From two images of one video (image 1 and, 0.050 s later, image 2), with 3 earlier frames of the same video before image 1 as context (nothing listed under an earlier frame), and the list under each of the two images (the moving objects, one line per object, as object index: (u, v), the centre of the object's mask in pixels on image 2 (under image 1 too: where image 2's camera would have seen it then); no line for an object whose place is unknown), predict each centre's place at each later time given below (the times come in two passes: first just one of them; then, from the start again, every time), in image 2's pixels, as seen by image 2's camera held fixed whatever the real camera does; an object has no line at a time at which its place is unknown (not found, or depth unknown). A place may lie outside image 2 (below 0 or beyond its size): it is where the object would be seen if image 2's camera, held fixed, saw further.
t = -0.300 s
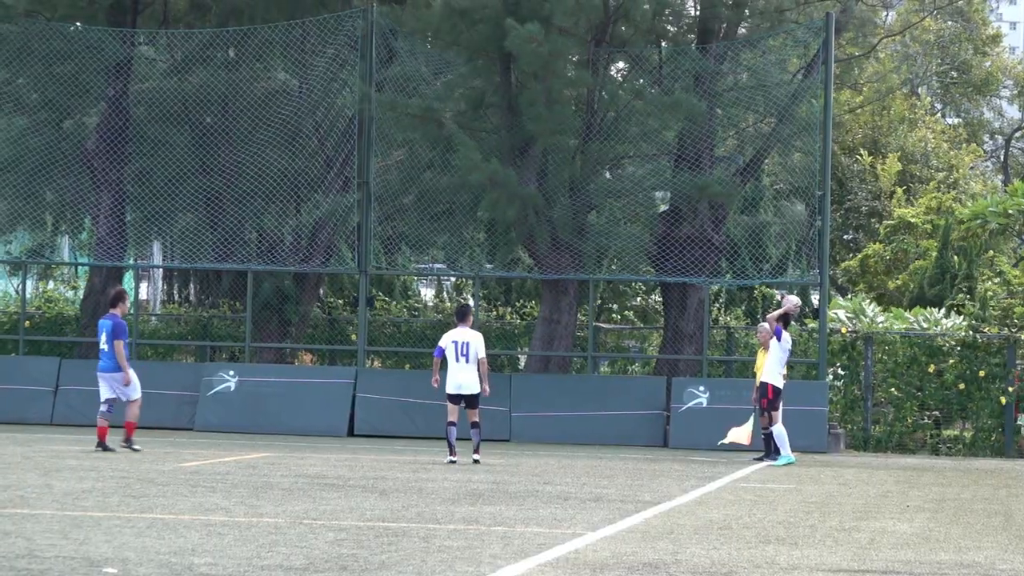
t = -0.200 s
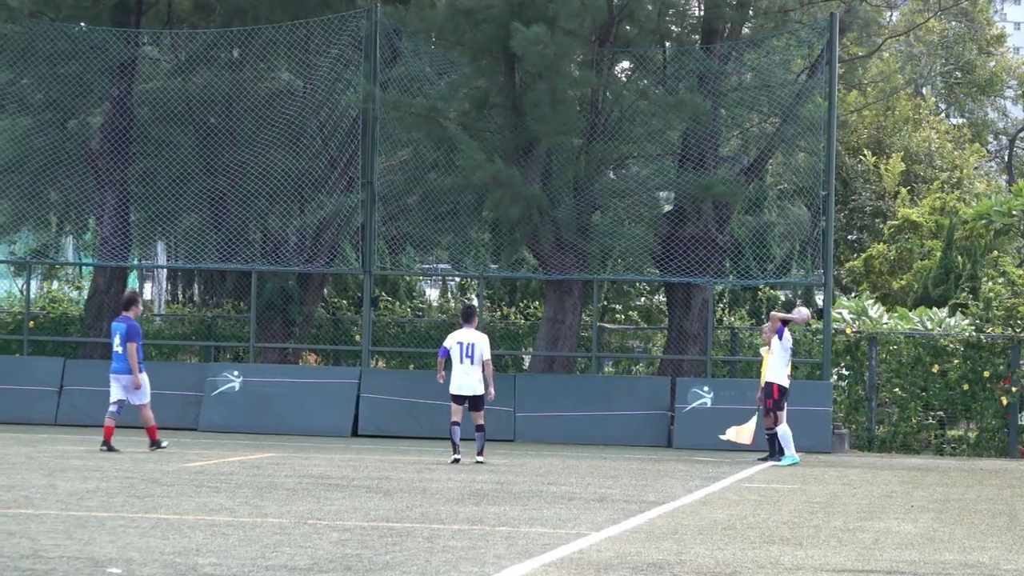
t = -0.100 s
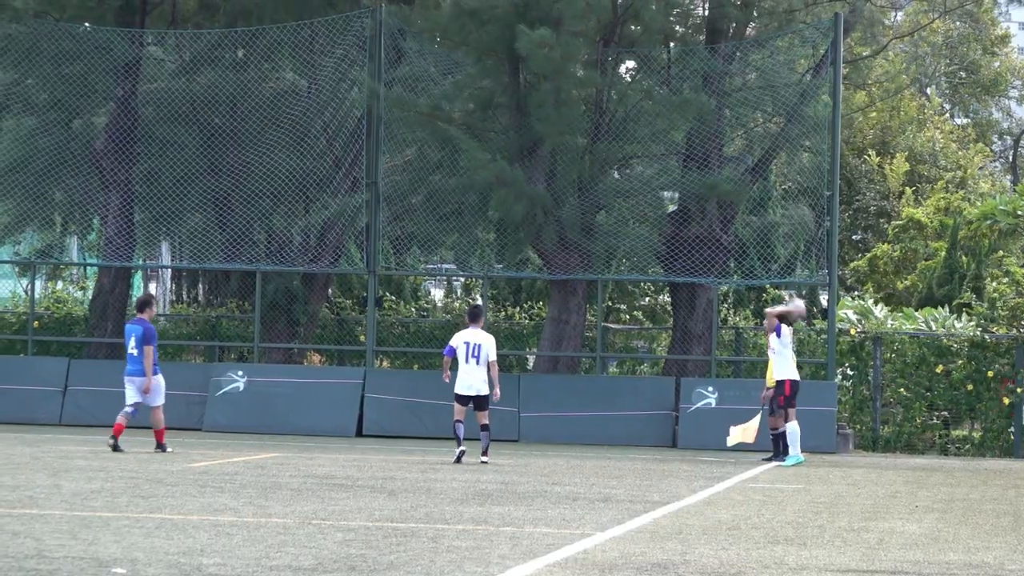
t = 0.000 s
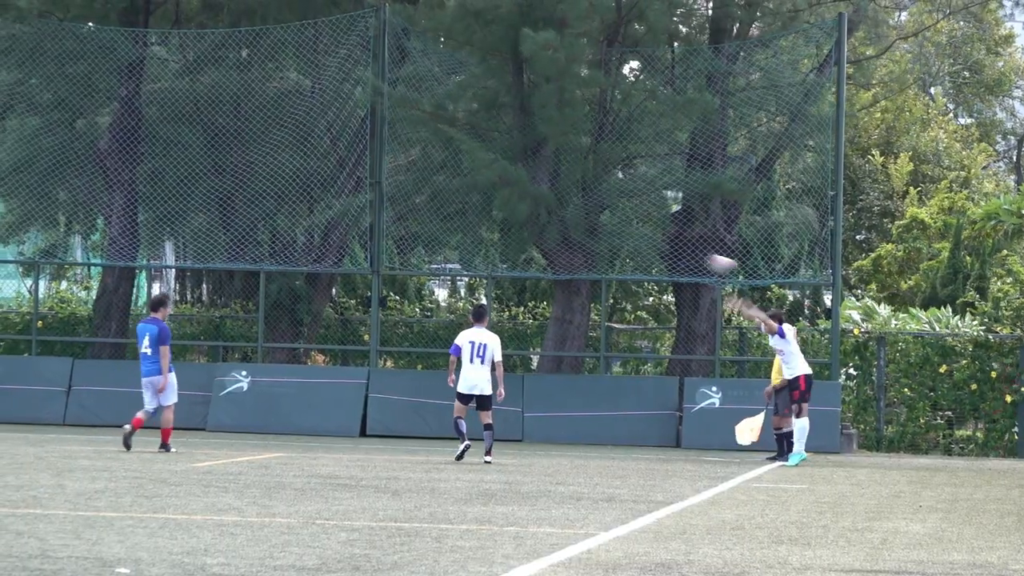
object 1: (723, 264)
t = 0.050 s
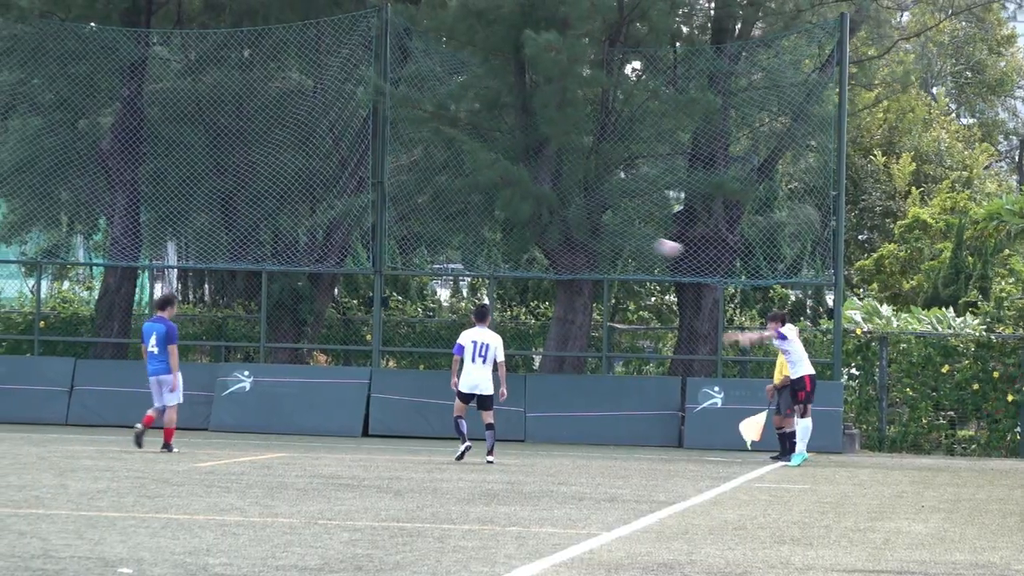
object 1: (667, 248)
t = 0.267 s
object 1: (430, 204)
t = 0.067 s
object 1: (650, 244)
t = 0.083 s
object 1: (631, 239)
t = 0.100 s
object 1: (613, 234)
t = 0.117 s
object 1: (595, 230)
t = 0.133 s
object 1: (576, 226)
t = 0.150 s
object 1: (557, 222)
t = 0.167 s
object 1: (540, 219)
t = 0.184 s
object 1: (521, 216)
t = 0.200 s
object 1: (503, 214)
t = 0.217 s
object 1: (485, 210)
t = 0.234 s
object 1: (466, 208)
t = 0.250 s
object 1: (448, 206)
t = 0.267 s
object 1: (430, 204)
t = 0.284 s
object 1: (411, 202)
